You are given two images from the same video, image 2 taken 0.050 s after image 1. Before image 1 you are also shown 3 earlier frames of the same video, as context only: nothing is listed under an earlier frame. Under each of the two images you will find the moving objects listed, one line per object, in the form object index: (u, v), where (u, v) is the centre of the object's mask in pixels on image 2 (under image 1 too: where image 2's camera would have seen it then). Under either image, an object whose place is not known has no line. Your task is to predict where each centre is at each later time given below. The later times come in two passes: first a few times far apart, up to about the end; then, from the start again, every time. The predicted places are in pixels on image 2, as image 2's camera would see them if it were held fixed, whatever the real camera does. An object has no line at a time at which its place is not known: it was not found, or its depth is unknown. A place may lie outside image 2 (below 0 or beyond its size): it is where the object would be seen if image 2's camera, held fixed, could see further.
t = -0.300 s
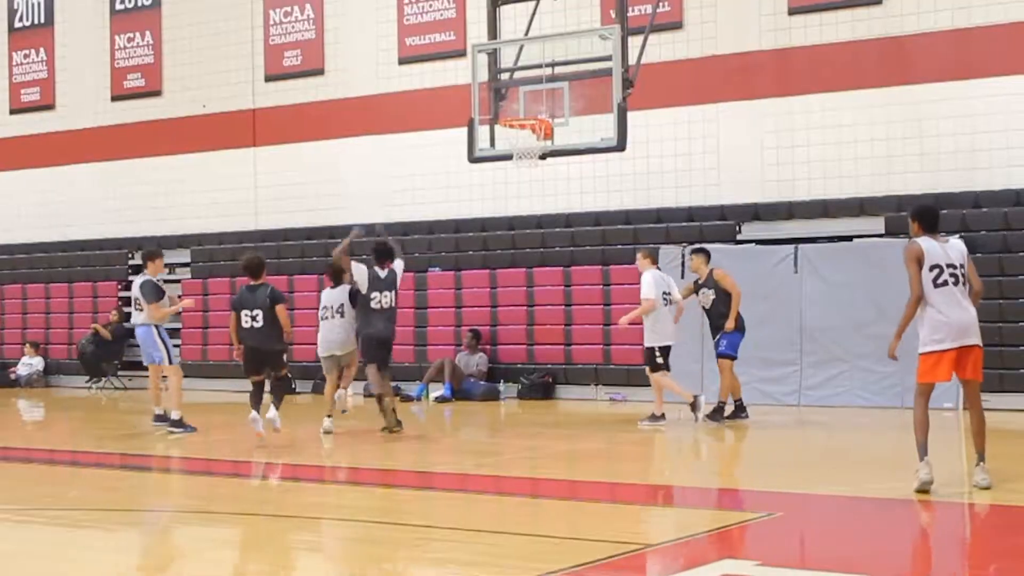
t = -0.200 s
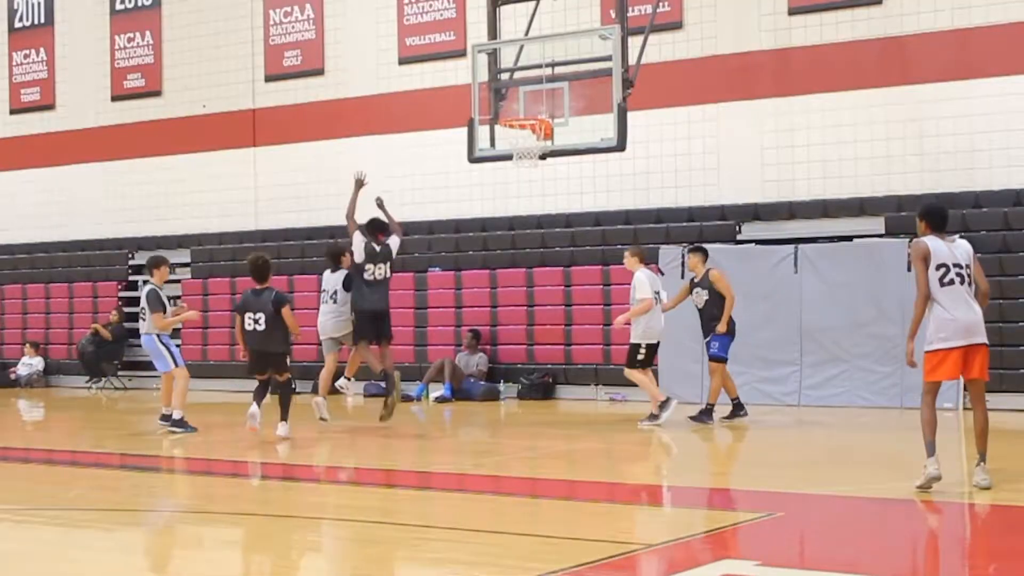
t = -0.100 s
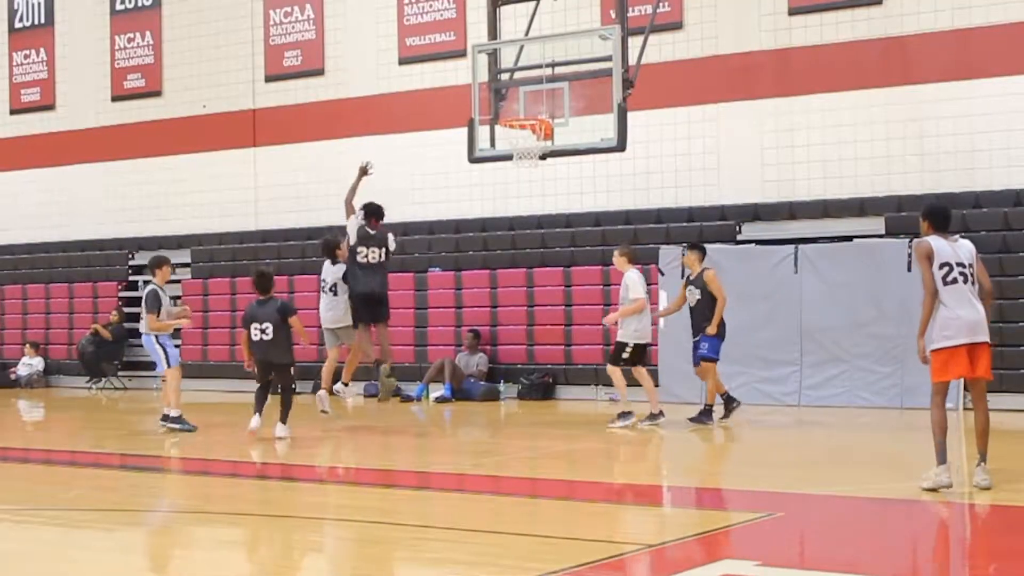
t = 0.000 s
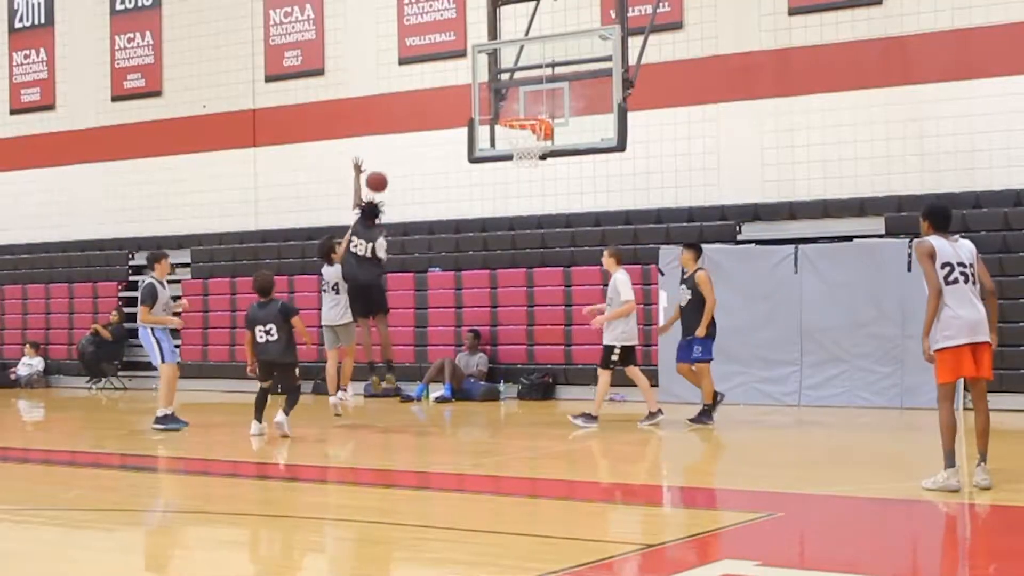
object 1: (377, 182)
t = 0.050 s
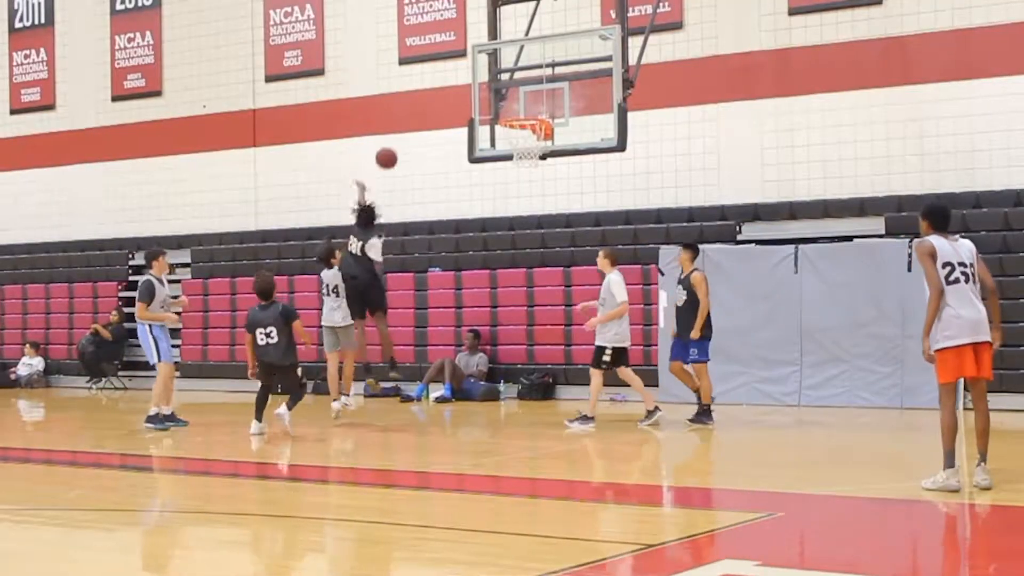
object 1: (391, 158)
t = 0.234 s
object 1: (423, 91)
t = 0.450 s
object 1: (469, 52)
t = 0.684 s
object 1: (517, 60)
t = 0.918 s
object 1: (550, 104)
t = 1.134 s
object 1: (575, 87)
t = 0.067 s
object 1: (390, 151)
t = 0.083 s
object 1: (393, 144)
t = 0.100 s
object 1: (396, 138)
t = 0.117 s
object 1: (400, 131)
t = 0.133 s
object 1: (403, 124)
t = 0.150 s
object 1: (407, 118)
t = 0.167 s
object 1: (410, 113)
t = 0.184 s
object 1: (413, 108)
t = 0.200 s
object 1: (417, 102)
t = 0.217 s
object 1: (419, 97)
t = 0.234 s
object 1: (423, 91)
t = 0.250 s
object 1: (425, 87)
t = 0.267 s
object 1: (431, 83)
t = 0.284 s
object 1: (434, 79)
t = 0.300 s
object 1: (436, 75)
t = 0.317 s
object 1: (442, 71)
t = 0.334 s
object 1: (446, 67)
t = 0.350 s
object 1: (449, 64)
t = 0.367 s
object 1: (451, 62)
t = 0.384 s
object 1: (455, 60)
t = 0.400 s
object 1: (460, 58)
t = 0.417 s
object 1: (463, 55)
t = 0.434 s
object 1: (466, 53)
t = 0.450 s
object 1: (469, 52)
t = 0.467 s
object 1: (473, 49)
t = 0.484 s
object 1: (475, 49)
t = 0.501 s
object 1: (477, 47)
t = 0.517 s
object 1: (483, 47)
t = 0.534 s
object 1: (486, 50)
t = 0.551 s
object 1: (487, 48)
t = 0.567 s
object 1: (492, 48)
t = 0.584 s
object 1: (496, 50)
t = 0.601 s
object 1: (500, 53)
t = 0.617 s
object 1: (500, 52)
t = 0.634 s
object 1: (504, 54)
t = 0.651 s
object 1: (508, 55)
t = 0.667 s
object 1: (512, 57)
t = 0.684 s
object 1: (517, 60)
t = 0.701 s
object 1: (519, 62)
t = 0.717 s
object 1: (521, 65)
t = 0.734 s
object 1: (527, 67)
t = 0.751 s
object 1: (528, 71)
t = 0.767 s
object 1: (531, 76)
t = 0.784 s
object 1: (536, 77)
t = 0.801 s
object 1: (536, 78)
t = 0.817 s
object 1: (539, 81)
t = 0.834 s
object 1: (542, 84)
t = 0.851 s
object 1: (543, 87)
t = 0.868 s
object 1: (544, 89)
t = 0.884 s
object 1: (546, 95)
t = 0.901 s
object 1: (549, 99)
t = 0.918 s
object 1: (550, 104)
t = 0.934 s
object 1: (553, 109)
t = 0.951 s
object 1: (554, 109)
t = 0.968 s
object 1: (556, 106)
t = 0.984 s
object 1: (558, 102)
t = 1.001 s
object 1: (560, 100)
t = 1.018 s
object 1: (562, 97)
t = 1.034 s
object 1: (563, 95)
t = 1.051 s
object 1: (567, 91)
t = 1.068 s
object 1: (567, 90)
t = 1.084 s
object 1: (569, 89)
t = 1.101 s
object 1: (573, 89)
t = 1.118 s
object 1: (574, 88)
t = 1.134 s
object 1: (575, 87)
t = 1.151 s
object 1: (577, 87)
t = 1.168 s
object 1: (580, 87)
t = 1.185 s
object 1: (582, 88)
